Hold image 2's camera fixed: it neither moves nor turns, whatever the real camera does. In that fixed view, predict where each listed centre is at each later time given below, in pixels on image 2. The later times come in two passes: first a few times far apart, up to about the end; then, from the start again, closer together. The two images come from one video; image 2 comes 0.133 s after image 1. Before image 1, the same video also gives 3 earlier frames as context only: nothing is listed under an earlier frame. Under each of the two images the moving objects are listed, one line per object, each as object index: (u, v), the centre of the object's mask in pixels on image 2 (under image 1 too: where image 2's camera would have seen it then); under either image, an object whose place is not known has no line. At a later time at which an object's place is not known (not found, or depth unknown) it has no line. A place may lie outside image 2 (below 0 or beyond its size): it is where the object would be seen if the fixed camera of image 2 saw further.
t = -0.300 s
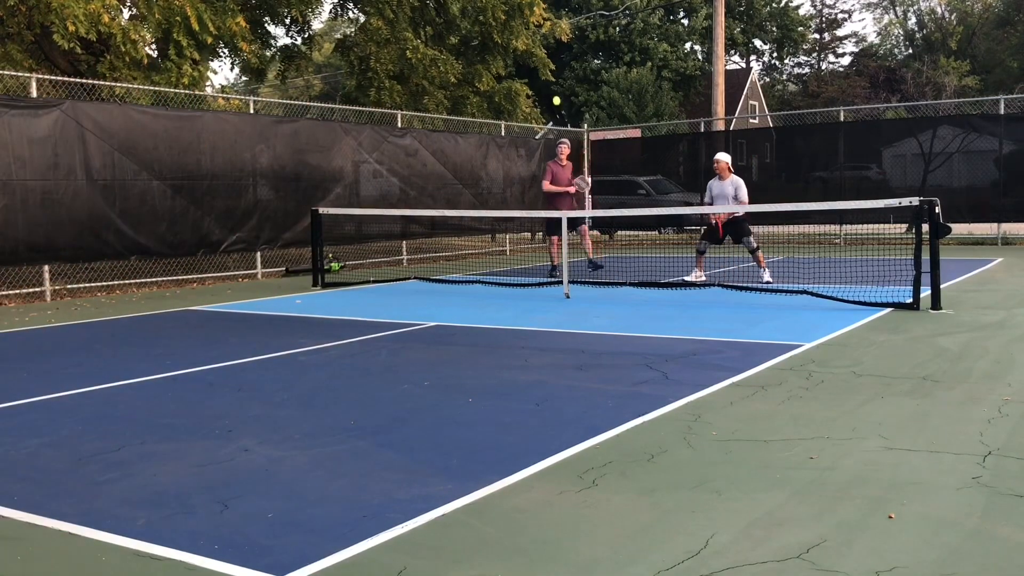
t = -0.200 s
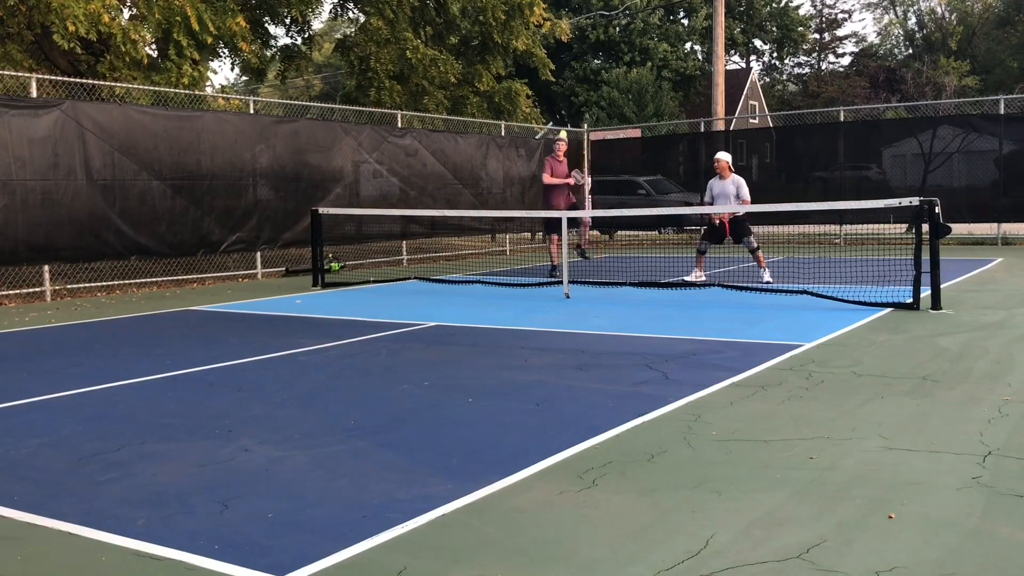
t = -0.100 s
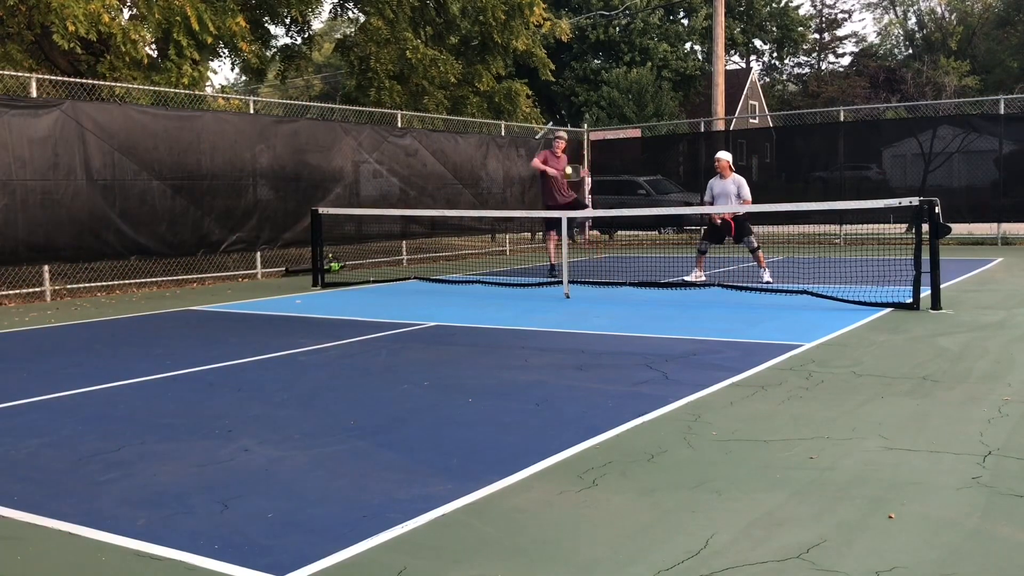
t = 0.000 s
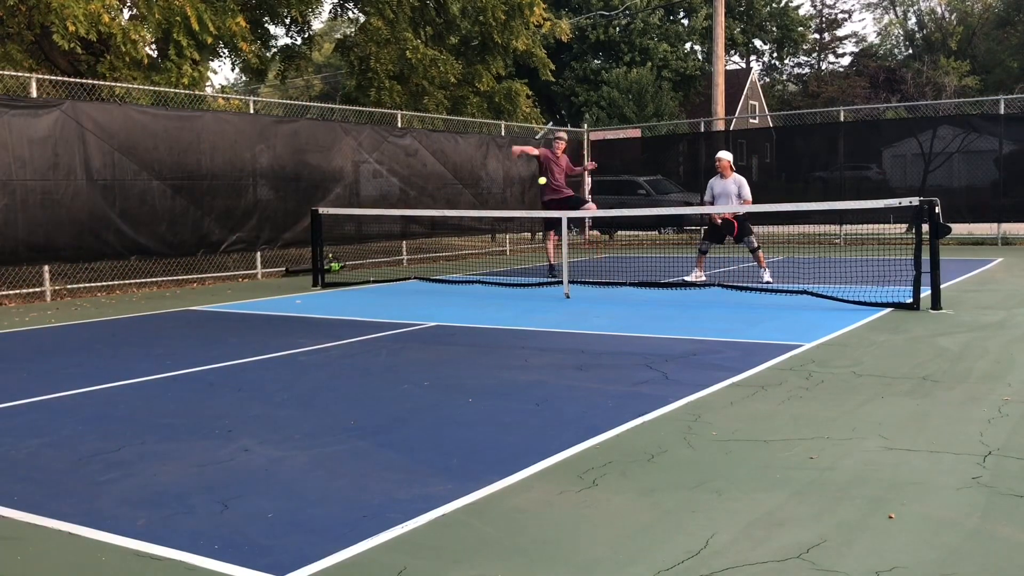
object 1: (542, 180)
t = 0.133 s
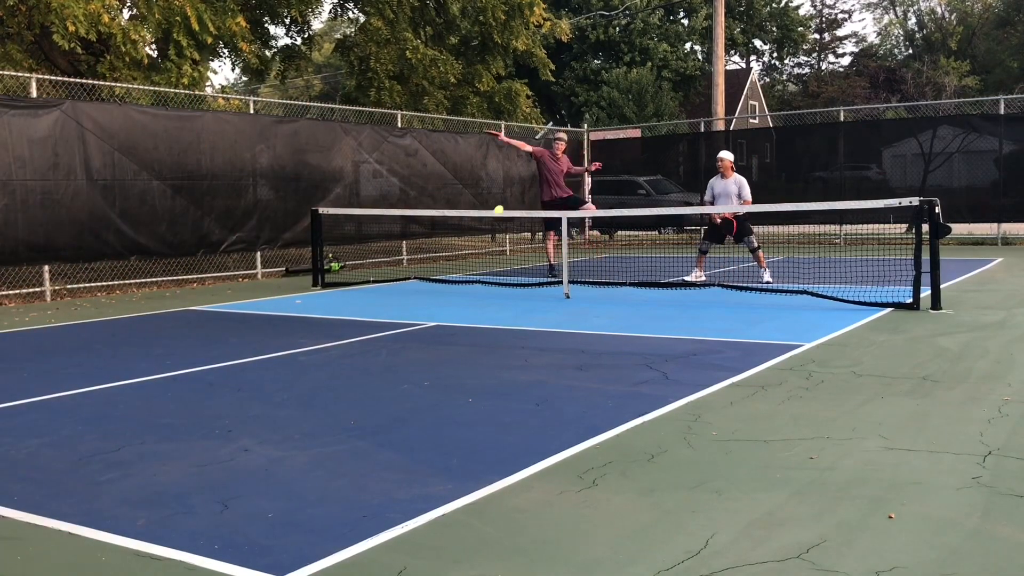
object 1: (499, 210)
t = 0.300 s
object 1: (430, 295)
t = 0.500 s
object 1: (341, 316)
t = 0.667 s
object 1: (243, 328)
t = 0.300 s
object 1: (430, 295)
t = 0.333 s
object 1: (414, 321)
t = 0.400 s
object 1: (385, 335)
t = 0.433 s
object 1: (371, 327)
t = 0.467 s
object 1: (356, 321)
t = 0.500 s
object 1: (341, 316)
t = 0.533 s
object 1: (324, 313)
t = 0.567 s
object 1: (306, 313)
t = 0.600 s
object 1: (287, 315)
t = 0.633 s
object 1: (266, 320)
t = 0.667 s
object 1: (243, 328)
